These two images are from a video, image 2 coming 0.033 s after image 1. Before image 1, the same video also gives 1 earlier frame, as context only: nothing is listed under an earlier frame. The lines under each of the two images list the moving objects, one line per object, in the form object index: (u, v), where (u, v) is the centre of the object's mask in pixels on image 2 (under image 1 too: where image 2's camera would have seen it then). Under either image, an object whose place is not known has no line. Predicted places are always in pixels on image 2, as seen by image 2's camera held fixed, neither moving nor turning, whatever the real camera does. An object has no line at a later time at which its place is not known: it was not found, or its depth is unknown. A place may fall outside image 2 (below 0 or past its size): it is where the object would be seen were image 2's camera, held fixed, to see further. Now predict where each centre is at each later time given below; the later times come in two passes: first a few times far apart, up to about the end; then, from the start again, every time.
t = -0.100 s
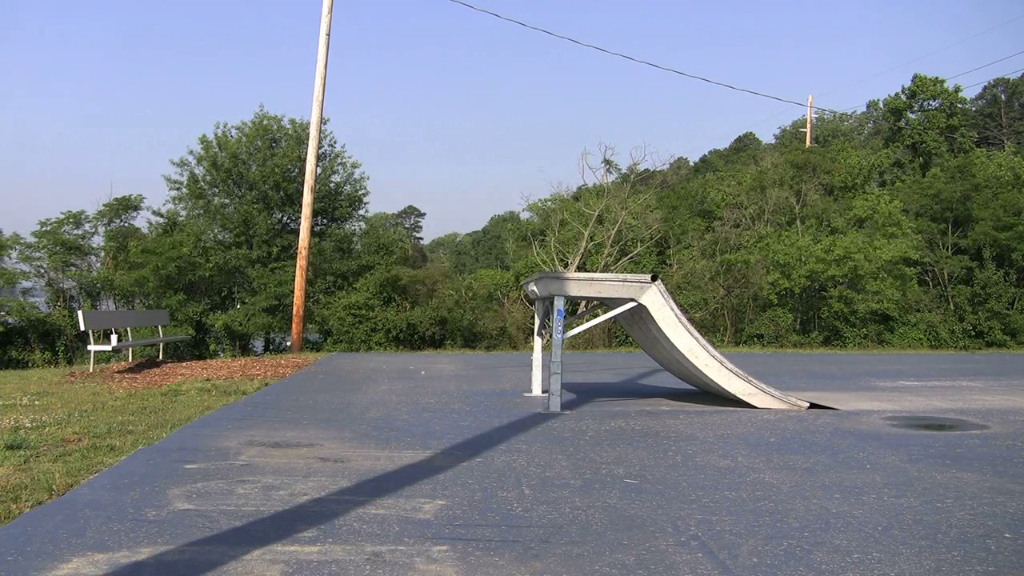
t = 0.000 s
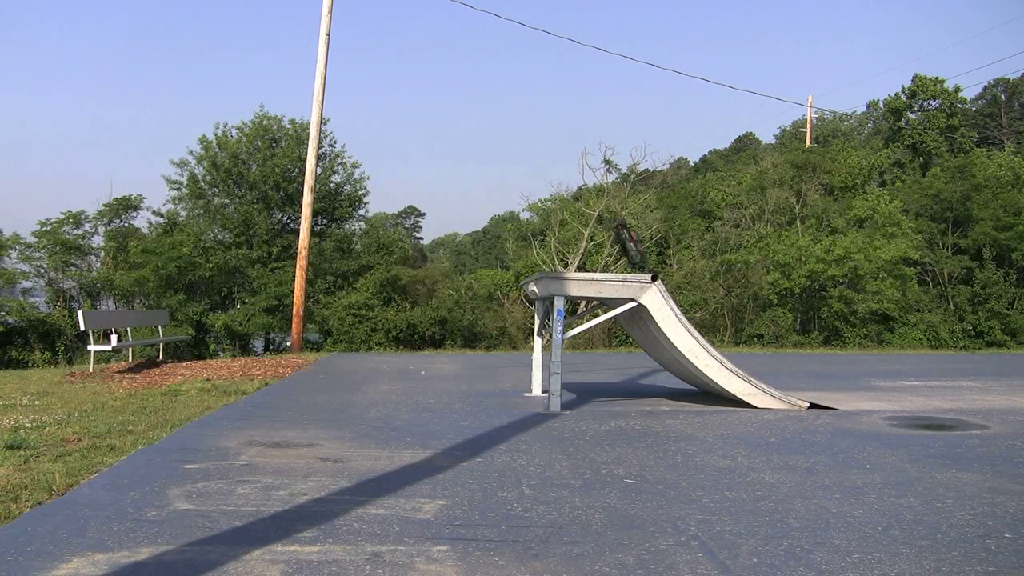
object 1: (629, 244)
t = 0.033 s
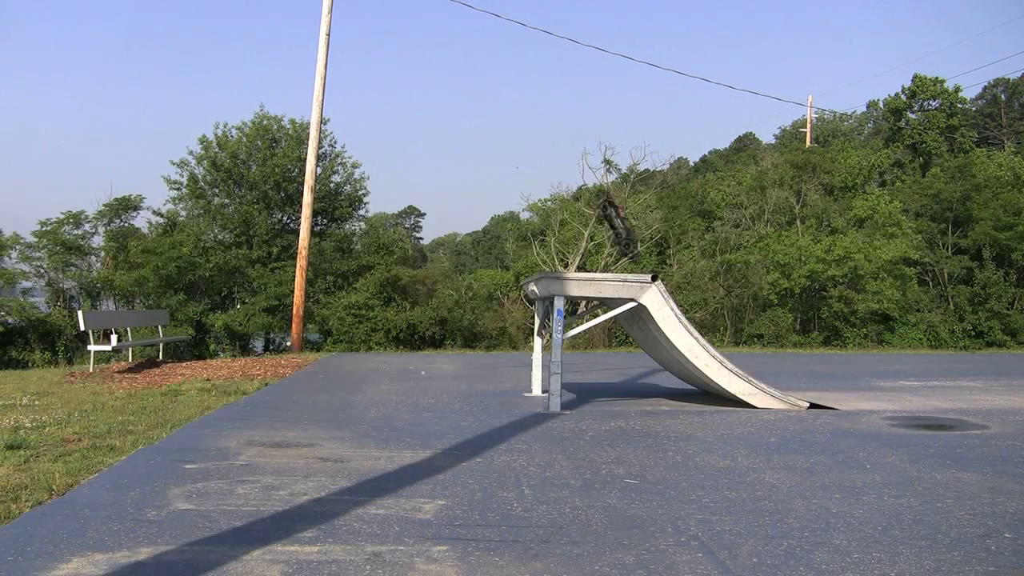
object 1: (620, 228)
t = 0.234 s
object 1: (537, 117)
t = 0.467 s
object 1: (449, 53)
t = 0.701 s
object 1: (366, 52)
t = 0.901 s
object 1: (297, 100)
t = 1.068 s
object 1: (256, 161)
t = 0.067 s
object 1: (603, 205)
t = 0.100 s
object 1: (589, 180)
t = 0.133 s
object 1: (574, 160)
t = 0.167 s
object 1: (564, 149)
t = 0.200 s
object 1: (550, 131)
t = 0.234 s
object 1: (537, 117)
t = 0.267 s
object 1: (524, 104)
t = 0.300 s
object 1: (512, 92)
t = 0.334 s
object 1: (499, 81)
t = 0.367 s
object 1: (486, 72)
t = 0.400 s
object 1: (474, 64)
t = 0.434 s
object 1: (462, 58)
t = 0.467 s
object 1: (449, 53)
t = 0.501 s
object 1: (437, 48)
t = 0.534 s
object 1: (425, 46)
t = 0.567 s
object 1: (413, 45)
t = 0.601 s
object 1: (401, 45)
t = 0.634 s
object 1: (389, 46)
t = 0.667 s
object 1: (377, 49)
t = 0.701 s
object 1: (366, 52)
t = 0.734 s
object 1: (355, 58)
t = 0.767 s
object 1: (343, 64)
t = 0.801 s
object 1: (331, 72)
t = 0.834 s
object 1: (320, 81)
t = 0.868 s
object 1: (308, 91)
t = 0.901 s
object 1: (297, 100)
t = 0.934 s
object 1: (285, 111)
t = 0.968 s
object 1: (271, 122)
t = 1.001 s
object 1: (268, 139)
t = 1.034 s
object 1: (258, 155)
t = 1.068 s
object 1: (256, 161)
